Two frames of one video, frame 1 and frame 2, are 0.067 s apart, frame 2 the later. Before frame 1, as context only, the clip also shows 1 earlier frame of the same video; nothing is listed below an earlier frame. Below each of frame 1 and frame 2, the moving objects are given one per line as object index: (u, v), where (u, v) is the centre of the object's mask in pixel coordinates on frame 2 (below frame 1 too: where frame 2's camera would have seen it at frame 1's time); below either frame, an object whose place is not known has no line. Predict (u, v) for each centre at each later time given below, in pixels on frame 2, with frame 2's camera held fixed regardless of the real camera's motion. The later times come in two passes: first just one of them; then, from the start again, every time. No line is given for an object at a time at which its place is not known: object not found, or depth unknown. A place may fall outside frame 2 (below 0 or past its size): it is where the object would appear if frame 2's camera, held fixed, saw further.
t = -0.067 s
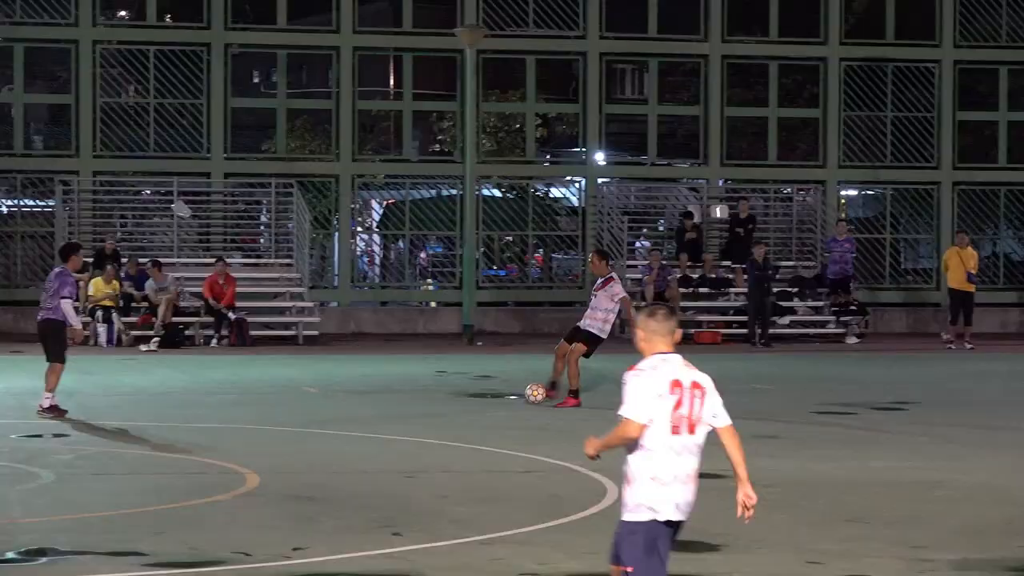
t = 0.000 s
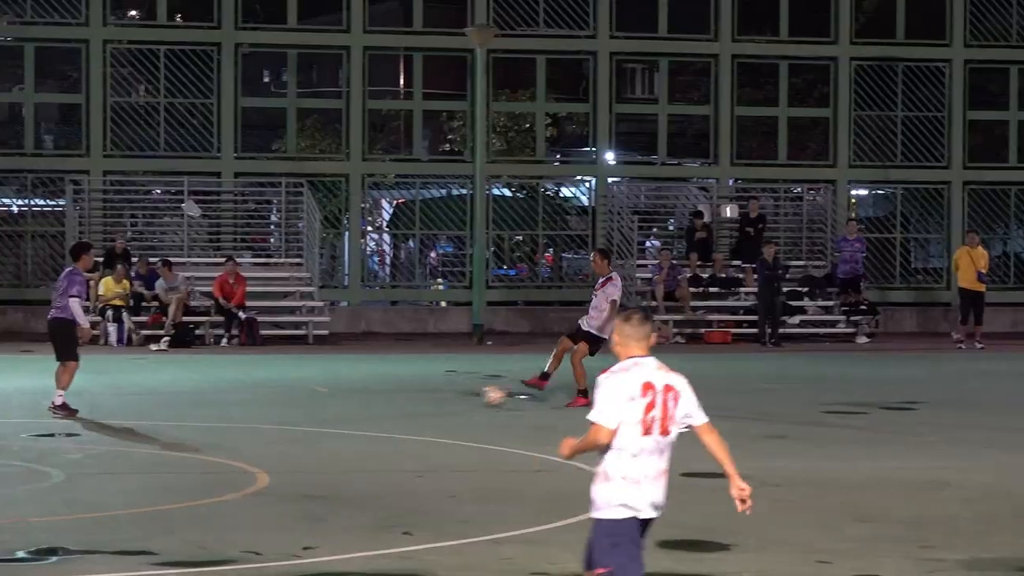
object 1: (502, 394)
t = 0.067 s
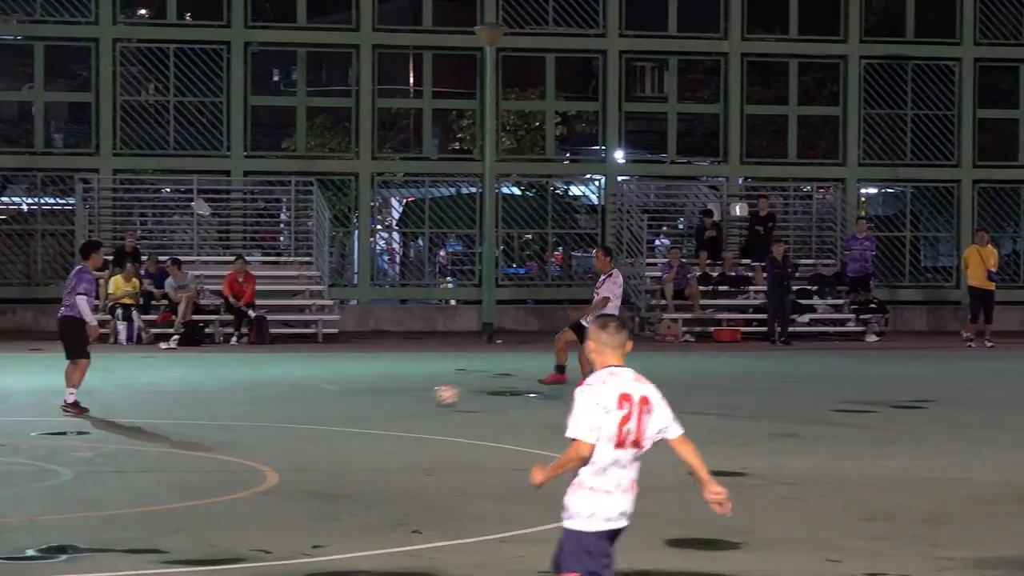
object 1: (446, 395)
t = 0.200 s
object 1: (335, 403)
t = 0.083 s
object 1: (432, 396)
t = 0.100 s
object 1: (417, 398)
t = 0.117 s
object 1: (403, 400)
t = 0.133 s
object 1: (388, 401)
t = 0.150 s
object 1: (374, 402)
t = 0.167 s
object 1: (361, 402)
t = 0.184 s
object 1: (348, 402)
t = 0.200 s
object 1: (335, 403)
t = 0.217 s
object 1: (321, 403)
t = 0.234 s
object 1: (308, 404)
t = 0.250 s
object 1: (294, 405)
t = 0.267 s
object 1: (280, 406)
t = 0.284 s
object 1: (265, 408)
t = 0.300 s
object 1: (253, 408)
